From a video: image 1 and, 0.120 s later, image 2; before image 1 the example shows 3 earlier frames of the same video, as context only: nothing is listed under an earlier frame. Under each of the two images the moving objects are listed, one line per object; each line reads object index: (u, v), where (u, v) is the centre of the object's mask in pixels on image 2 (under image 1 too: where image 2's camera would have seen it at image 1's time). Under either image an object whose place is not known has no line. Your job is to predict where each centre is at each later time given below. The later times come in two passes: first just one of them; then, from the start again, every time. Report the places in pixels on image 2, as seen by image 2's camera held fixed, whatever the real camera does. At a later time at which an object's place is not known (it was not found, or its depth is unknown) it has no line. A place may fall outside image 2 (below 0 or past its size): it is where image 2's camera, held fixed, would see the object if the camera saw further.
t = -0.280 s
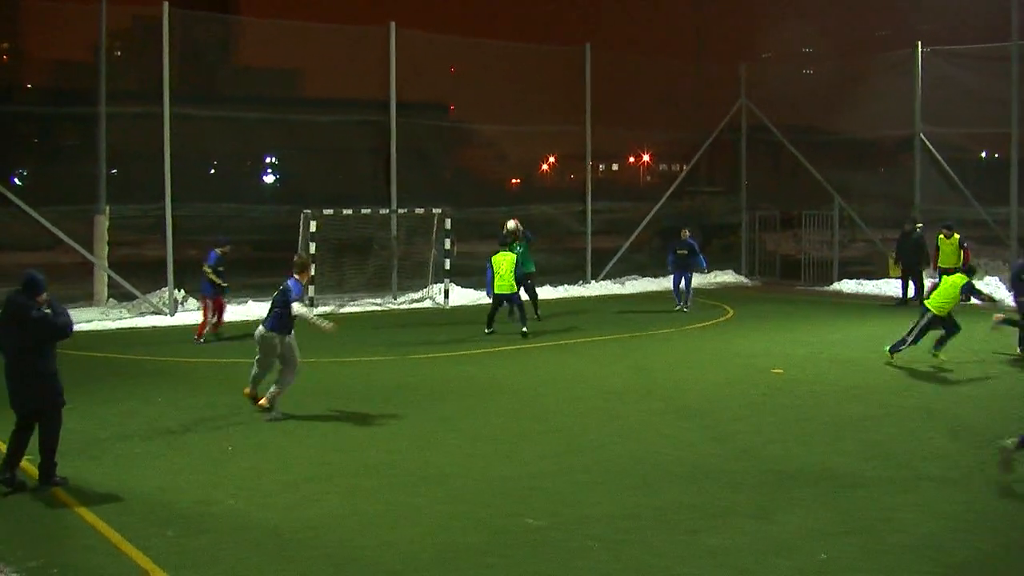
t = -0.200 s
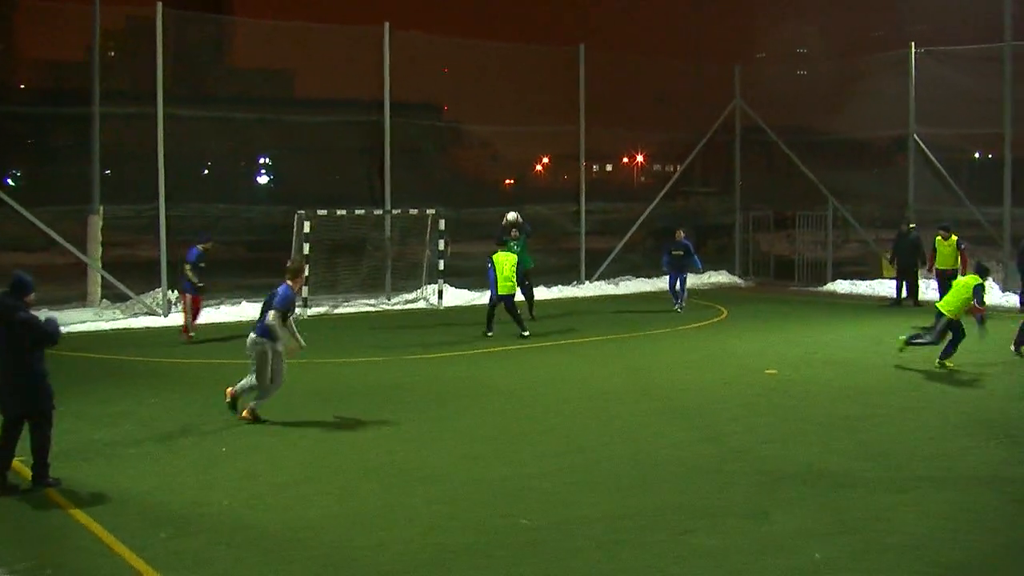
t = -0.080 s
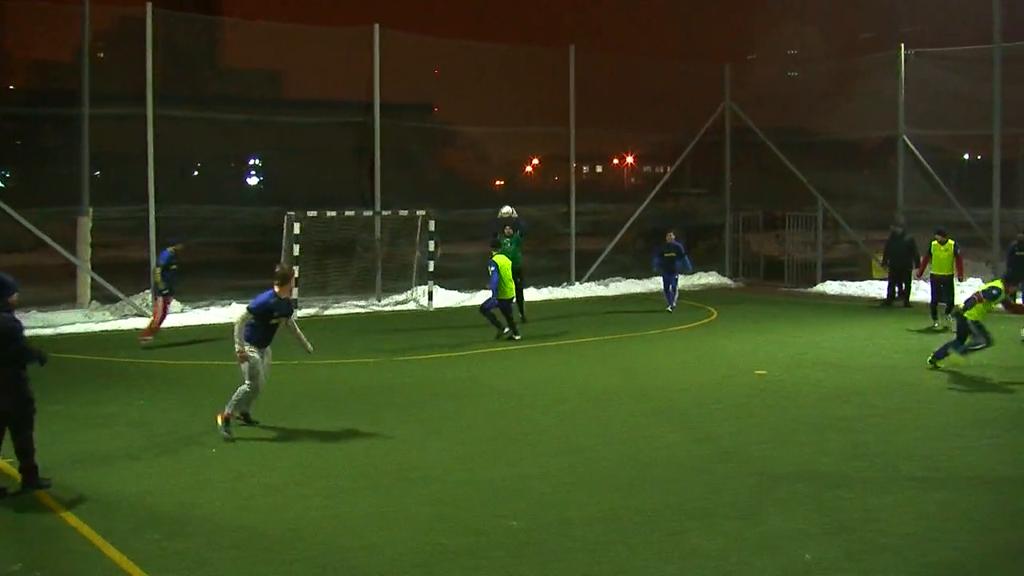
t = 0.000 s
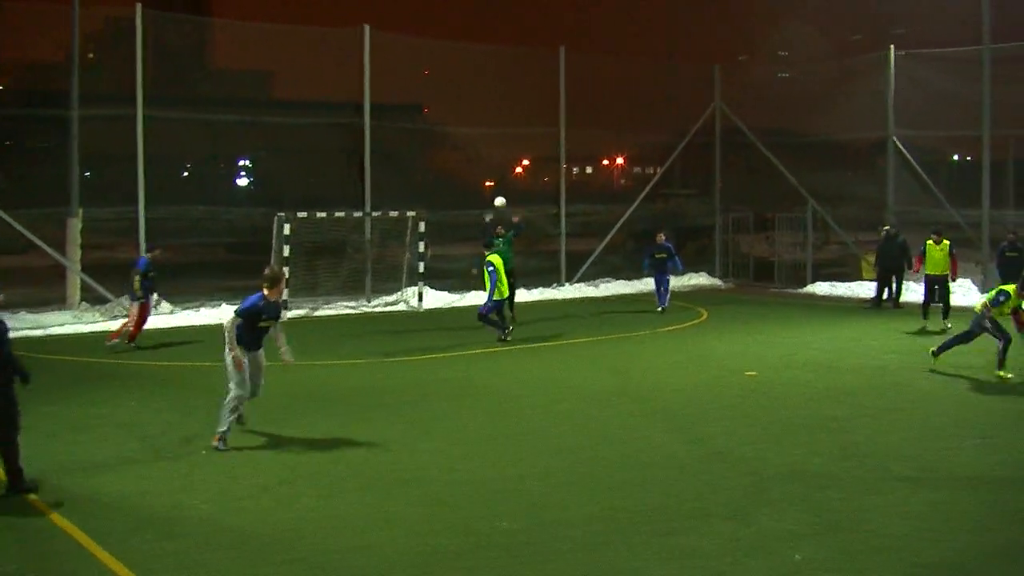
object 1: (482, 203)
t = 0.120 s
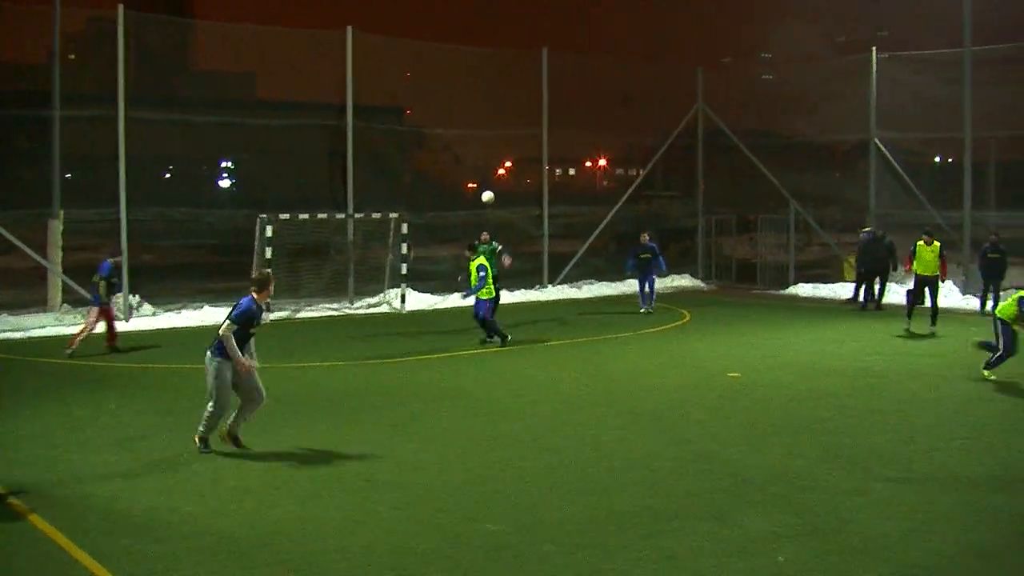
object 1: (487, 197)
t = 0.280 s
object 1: (494, 201)
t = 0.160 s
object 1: (489, 196)
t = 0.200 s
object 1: (491, 197)
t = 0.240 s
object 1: (493, 199)
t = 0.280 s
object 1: (494, 201)
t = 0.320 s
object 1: (496, 205)
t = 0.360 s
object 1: (498, 210)
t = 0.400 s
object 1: (500, 216)
